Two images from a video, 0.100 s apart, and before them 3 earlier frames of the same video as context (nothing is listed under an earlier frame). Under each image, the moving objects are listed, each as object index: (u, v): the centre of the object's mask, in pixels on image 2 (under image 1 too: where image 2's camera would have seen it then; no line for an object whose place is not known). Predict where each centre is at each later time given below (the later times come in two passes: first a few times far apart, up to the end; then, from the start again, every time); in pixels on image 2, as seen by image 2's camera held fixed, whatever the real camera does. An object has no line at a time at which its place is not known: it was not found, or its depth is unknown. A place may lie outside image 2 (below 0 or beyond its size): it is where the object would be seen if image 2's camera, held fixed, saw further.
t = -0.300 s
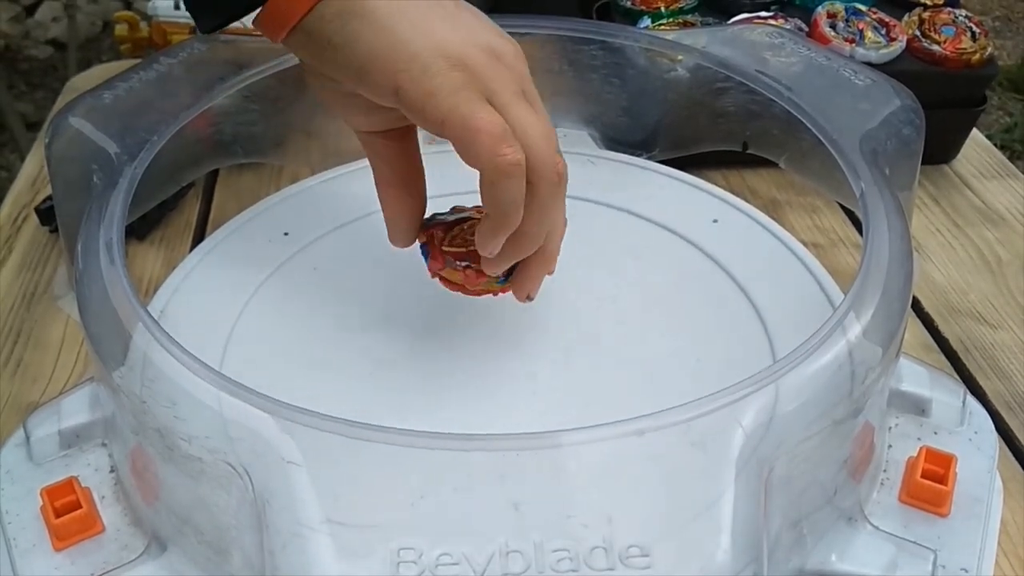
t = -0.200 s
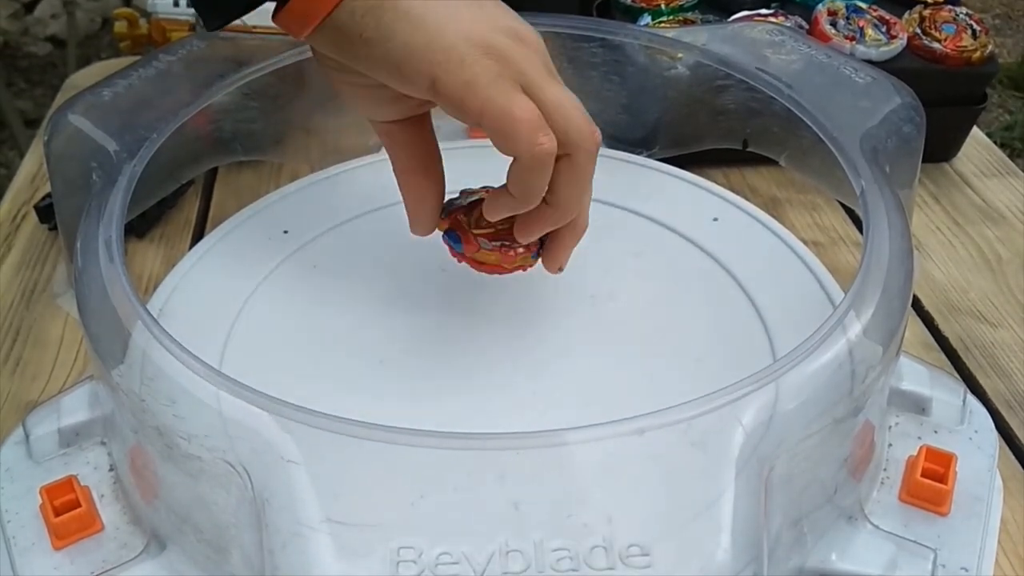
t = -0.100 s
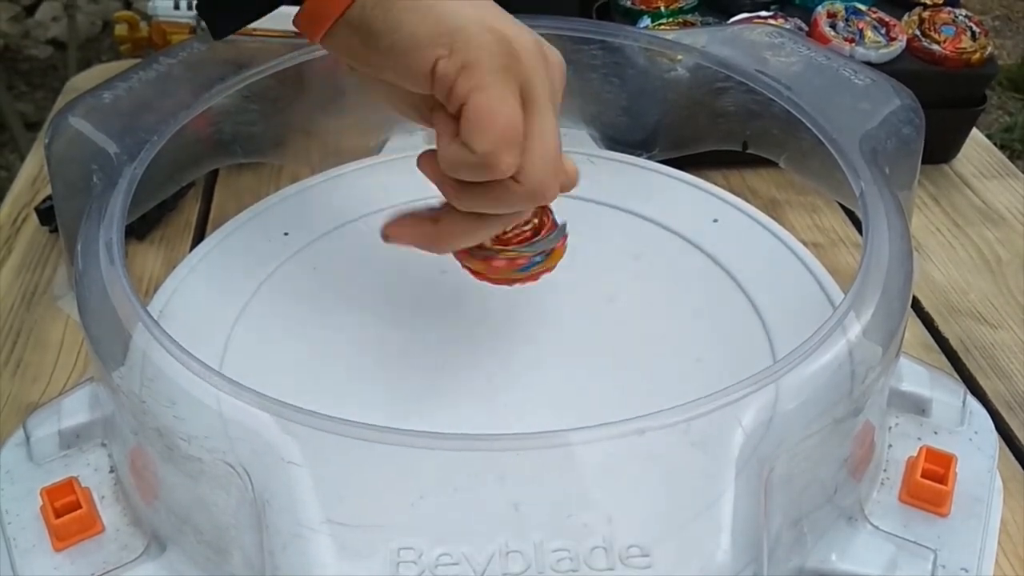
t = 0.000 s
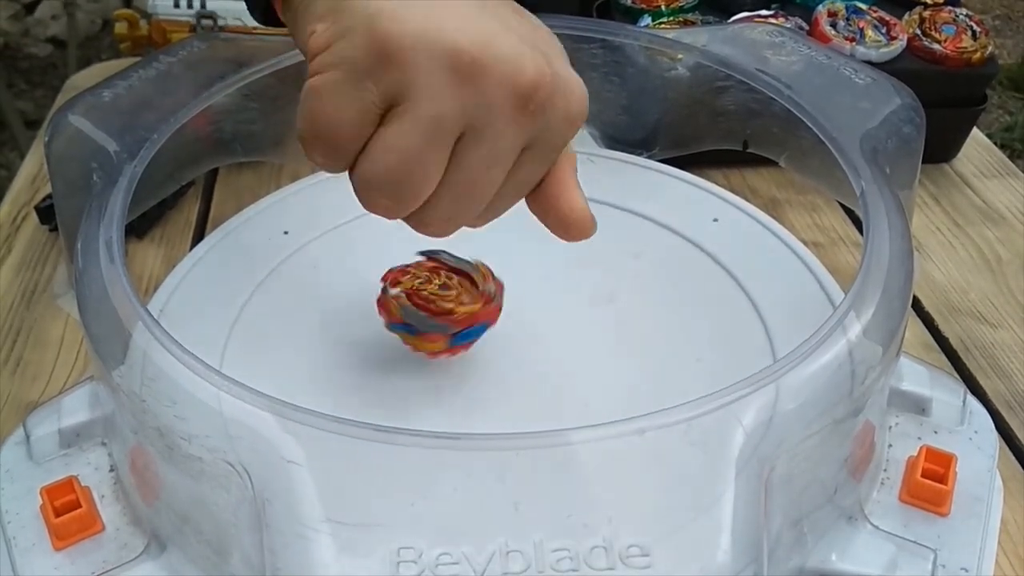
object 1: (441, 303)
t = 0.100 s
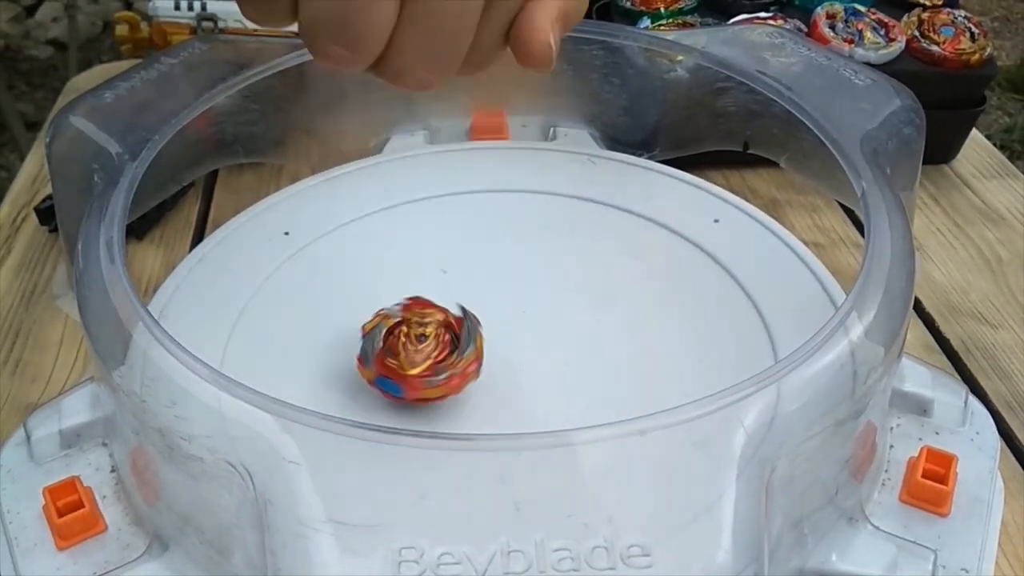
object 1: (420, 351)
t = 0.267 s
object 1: (481, 388)
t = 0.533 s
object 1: (605, 317)
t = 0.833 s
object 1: (500, 254)
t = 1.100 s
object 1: (467, 349)
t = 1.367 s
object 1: (611, 369)
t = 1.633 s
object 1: (587, 290)
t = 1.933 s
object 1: (442, 319)
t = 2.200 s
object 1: (503, 383)
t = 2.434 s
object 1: (590, 321)
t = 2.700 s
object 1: (513, 264)
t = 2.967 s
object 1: (467, 339)
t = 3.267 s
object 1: (596, 360)
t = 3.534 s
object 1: (567, 293)
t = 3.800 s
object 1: (462, 320)
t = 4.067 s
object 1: (516, 373)
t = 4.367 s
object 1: (571, 300)
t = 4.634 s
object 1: (488, 290)
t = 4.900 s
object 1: (504, 354)
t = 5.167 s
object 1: (595, 335)
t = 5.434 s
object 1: (538, 296)
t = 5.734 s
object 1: (476, 344)
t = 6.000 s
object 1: (550, 355)
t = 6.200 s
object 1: (547, 308)
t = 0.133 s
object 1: (424, 358)
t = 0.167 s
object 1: (429, 372)
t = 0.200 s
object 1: (442, 381)
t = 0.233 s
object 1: (458, 385)
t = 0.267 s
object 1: (481, 388)
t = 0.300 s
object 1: (504, 387)
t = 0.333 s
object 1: (526, 385)
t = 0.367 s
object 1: (548, 379)
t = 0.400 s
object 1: (567, 370)
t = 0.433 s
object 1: (584, 358)
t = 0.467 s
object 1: (593, 345)
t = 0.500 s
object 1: (600, 331)
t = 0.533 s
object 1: (605, 317)
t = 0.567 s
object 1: (602, 303)
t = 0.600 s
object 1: (599, 289)
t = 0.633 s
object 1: (592, 278)
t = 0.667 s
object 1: (579, 268)
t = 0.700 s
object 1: (568, 260)
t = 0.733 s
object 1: (552, 254)
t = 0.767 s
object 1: (535, 251)
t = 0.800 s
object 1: (518, 251)
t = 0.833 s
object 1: (500, 254)
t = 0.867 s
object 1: (487, 260)
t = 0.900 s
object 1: (473, 270)
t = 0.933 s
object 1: (462, 281)
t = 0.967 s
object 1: (458, 294)
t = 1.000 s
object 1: (452, 309)
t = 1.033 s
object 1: (455, 322)
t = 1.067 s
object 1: (461, 337)
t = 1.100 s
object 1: (467, 349)
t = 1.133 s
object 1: (481, 360)
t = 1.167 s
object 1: (496, 370)
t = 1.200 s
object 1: (512, 377)
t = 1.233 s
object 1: (533, 380)
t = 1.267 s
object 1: (554, 380)
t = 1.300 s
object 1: (572, 379)
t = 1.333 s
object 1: (593, 374)
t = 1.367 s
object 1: (611, 369)
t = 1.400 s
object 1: (622, 361)
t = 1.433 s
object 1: (631, 349)
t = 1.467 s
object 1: (636, 337)
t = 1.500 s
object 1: (632, 325)
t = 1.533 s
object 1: (626, 314)
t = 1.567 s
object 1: (618, 304)
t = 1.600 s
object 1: (603, 296)
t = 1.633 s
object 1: (587, 290)
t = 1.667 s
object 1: (572, 285)
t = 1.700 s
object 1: (551, 283)
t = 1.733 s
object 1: (532, 283)
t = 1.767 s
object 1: (514, 285)
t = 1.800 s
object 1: (496, 289)
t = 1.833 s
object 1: (479, 294)
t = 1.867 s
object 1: (465, 301)
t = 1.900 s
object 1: (452, 309)
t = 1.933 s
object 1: (442, 319)
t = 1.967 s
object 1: (436, 329)
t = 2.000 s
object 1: (434, 341)
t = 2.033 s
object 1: (435, 354)
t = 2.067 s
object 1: (439, 365)
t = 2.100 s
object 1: (450, 375)
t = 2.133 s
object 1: (468, 381)
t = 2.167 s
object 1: (484, 383)
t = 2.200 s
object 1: (503, 383)
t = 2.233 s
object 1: (523, 381)
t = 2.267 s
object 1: (542, 376)
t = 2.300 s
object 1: (559, 368)
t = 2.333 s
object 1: (570, 358)
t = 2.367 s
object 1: (581, 347)
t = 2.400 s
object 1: (589, 334)
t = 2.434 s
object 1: (590, 321)
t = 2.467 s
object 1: (588, 310)
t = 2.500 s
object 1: (583, 298)
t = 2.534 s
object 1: (577, 287)
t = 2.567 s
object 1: (568, 279)
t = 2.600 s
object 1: (555, 272)
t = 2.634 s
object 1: (542, 267)
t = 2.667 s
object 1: (528, 265)
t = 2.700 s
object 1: (513, 264)
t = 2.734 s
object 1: (500, 268)
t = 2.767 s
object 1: (486, 274)
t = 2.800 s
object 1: (475, 282)
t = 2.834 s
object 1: (469, 291)
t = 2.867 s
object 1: (462, 303)
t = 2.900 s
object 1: (460, 315)
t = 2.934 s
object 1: (461, 327)
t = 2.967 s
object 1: (467, 339)
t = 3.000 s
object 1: (477, 349)
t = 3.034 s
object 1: (487, 359)
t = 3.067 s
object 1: (501, 367)
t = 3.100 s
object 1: (515, 371)
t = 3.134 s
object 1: (533, 374)
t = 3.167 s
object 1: (552, 374)
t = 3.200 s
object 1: (568, 372)
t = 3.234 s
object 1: (584, 367)
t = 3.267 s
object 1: (596, 360)
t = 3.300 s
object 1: (606, 351)
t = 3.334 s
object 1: (613, 340)
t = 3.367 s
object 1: (614, 330)
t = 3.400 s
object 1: (612, 320)
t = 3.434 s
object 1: (603, 310)
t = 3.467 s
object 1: (593, 304)
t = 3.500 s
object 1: (581, 297)
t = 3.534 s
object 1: (567, 293)
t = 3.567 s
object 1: (552, 290)
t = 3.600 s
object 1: (536, 289)
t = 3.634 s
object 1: (521, 291)
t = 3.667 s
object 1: (504, 294)
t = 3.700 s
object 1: (490, 299)
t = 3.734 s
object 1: (478, 305)
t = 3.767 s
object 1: (468, 312)
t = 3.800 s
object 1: (462, 320)
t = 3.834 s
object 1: (457, 330)
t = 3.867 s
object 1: (456, 340)
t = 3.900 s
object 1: (457, 350)
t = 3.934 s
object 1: (462, 360)
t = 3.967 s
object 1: (472, 367)
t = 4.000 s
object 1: (485, 372)
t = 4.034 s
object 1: (501, 374)
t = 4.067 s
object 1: (516, 373)
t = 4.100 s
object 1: (534, 371)
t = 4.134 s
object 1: (546, 366)
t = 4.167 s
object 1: (561, 359)
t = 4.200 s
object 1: (569, 350)
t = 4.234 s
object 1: (577, 340)
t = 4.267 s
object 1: (580, 330)
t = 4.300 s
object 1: (580, 320)
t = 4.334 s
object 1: (577, 309)
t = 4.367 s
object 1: (571, 300)
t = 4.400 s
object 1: (564, 292)
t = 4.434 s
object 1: (555, 286)
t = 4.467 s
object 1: (545, 281)
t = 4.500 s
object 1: (532, 279)
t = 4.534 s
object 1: (521, 279)
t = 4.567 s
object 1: (508, 281)
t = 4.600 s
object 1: (498, 284)
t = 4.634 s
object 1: (488, 290)
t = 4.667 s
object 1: (480, 297)
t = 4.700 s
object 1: (476, 305)
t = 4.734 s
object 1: (473, 314)
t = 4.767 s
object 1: (474, 323)
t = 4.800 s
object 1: (477, 332)
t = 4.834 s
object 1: (484, 340)
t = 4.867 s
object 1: (493, 348)
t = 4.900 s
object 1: (504, 354)
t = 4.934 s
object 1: (516, 357)
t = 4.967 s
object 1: (531, 360)
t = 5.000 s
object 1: (544, 360)
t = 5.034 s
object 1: (560, 359)
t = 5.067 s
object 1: (571, 355)
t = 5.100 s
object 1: (583, 349)
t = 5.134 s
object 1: (589, 343)
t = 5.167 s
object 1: (595, 335)
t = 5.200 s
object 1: (595, 327)
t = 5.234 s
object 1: (594, 319)
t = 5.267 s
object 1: (589, 311)
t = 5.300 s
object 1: (582, 306)
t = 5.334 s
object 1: (572, 301)
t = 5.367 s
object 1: (562, 298)
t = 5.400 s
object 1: (549, 295)
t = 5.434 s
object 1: (538, 296)
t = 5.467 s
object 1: (525, 297)
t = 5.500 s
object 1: (515, 300)
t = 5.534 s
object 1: (503, 303)
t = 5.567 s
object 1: (494, 309)
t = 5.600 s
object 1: (486, 315)
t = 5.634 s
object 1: (480, 322)
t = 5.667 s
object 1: (476, 329)
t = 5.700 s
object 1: (475, 338)
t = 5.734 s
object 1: (476, 344)
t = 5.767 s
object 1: (479, 352)
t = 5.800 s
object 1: (484, 357)
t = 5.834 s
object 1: (492, 362)
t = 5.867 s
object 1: (503, 365)
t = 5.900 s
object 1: (515, 366)
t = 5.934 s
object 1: (527, 365)
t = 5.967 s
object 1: (540, 361)
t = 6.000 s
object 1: (550, 355)
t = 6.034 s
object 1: (557, 348)
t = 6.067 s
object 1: (560, 339)
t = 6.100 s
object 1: (562, 331)
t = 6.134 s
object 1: (559, 322)
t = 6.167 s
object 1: (555, 315)
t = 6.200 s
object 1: (547, 308)
